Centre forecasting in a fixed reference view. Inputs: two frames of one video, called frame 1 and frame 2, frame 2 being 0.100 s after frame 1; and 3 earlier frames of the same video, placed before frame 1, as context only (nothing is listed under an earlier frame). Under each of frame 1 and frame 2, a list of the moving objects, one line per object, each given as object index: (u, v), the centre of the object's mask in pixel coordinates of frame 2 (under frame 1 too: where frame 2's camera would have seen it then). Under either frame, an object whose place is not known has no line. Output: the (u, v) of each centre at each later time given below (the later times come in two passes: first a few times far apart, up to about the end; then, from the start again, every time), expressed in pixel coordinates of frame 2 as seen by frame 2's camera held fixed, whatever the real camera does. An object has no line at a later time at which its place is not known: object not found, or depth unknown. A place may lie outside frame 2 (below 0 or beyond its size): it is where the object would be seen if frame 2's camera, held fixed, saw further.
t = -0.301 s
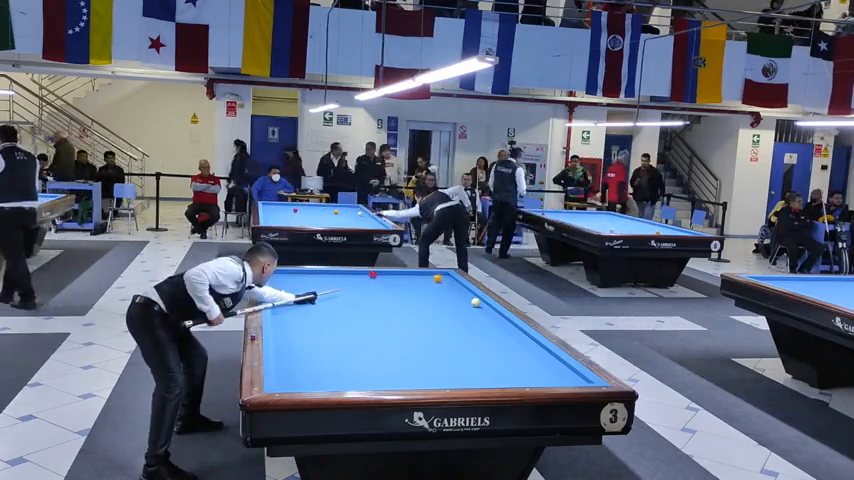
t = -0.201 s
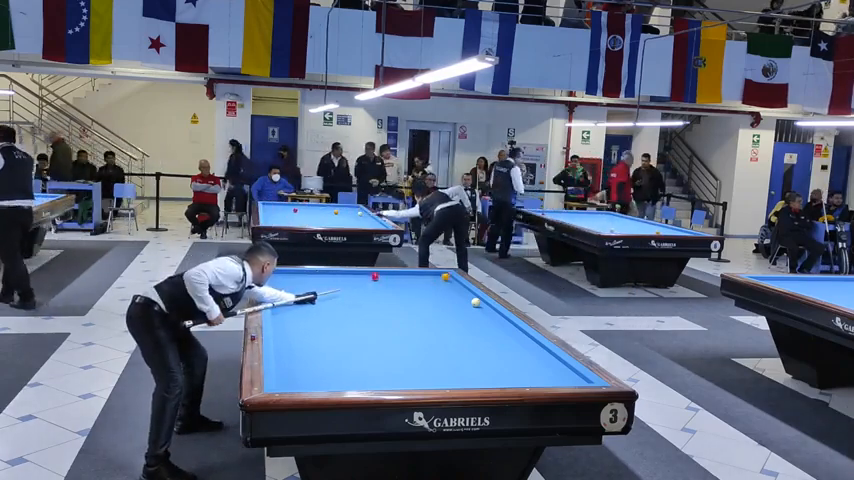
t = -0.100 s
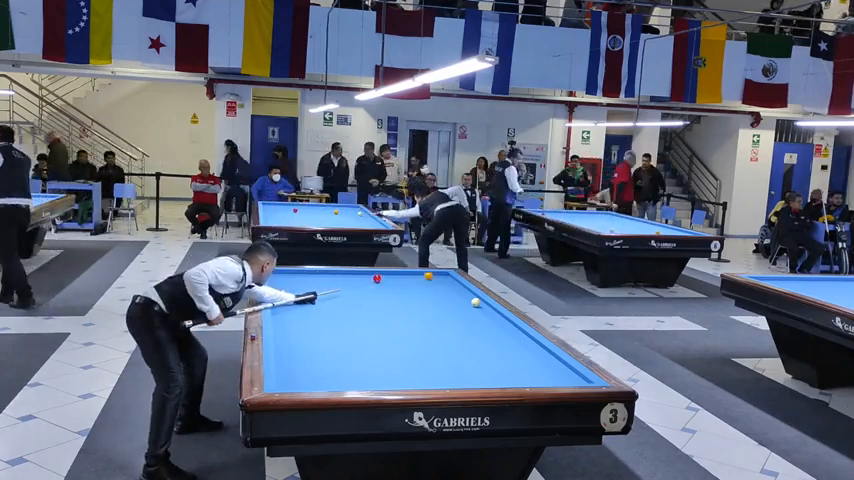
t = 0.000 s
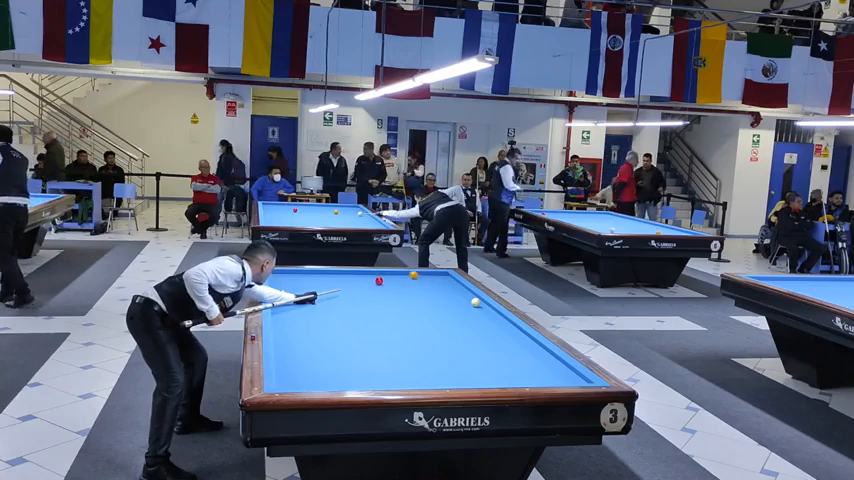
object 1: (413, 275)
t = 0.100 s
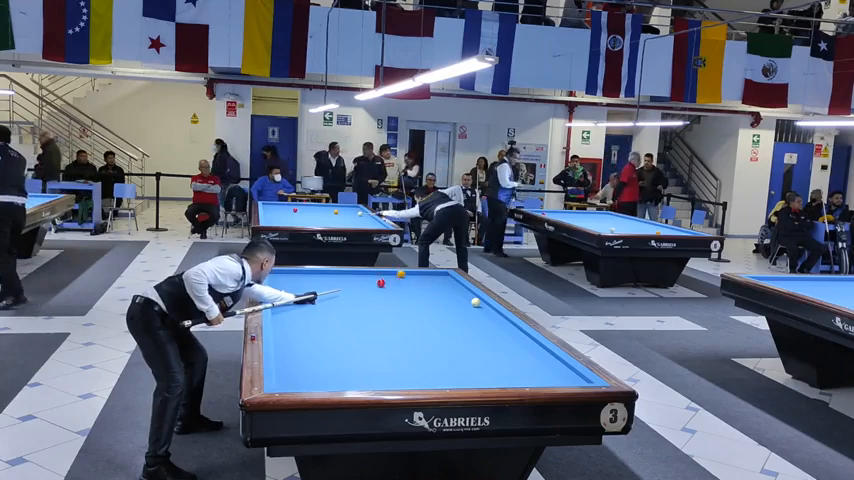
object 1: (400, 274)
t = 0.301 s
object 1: (376, 272)
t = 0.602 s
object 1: (347, 273)
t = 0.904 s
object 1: (318, 274)
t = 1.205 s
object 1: (288, 275)
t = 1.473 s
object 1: (280, 277)
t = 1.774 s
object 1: (297, 279)
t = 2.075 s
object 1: (315, 282)
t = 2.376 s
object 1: (331, 284)
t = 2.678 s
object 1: (349, 287)
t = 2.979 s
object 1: (365, 289)
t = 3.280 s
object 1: (382, 292)
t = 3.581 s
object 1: (398, 294)
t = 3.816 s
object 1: (411, 296)
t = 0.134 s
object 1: (396, 273)
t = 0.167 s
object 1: (392, 273)
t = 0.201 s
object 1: (388, 273)
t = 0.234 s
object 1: (384, 273)
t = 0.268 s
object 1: (380, 272)
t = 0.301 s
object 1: (376, 272)
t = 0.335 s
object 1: (373, 272)
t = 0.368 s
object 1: (370, 272)
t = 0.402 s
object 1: (367, 272)
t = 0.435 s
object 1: (363, 272)
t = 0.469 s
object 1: (360, 272)
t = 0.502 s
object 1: (357, 273)
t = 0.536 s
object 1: (354, 273)
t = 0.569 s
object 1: (350, 273)
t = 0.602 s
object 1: (347, 273)
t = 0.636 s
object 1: (344, 273)
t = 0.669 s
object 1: (341, 273)
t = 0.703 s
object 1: (337, 273)
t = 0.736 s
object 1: (334, 273)
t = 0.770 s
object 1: (331, 273)
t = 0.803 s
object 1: (327, 273)
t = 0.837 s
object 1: (324, 274)
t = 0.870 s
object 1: (321, 274)
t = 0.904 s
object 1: (318, 274)
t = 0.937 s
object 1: (314, 274)
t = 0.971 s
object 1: (311, 274)
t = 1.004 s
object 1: (308, 274)
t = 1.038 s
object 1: (304, 274)
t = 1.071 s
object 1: (301, 274)
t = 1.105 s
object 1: (298, 275)
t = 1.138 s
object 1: (294, 275)
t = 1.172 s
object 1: (291, 275)
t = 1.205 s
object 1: (288, 275)
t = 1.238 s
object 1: (284, 275)
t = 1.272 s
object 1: (281, 275)
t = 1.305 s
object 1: (278, 275)
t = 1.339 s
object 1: (274, 275)
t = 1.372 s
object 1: (273, 276)
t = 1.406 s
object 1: (276, 276)
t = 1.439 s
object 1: (278, 276)
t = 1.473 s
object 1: (280, 277)
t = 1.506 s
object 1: (282, 277)
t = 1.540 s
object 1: (284, 277)
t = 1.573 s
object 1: (286, 277)
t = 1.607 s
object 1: (288, 277)
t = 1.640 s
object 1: (290, 277)
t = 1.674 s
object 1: (291, 278)
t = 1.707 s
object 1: (294, 279)
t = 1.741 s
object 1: (295, 279)
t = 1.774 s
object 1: (297, 279)
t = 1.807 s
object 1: (299, 280)
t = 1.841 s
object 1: (301, 280)
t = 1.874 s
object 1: (303, 280)
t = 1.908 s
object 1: (305, 280)
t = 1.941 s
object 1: (307, 281)
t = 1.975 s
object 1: (309, 281)
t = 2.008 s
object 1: (311, 281)
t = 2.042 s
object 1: (313, 281)
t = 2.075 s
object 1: (315, 282)
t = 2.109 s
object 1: (317, 282)
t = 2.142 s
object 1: (319, 282)
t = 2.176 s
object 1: (320, 283)
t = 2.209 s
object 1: (322, 283)
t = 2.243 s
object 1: (324, 283)
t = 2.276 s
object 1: (326, 283)
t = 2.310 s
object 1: (328, 284)
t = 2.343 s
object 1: (330, 284)
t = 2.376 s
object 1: (331, 284)
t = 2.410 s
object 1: (334, 284)
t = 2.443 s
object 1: (336, 285)
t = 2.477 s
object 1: (337, 285)
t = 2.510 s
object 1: (339, 286)
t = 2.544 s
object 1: (341, 286)
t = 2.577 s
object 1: (343, 286)
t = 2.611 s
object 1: (345, 286)
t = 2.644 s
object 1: (347, 286)
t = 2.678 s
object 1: (349, 287)
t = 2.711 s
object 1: (350, 287)
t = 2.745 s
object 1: (352, 287)
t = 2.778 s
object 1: (354, 287)
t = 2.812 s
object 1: (356, 288)
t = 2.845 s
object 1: (358, 288)
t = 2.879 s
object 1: (360, 288)
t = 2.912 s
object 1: (362, 289)
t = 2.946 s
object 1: (364, 289)
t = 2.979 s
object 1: (365, 289)
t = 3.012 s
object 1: (367, 289)
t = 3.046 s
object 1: (369, 291)
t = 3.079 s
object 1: (371, 290)
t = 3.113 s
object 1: (373, 291)
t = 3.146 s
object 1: (375, 291)
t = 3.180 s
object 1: (377, 291)
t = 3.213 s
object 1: (378, 292)
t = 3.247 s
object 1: (380, 292)
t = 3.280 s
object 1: (382, 292)
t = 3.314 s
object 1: (384, 292)
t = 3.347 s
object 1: (386, 292)
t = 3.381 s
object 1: (388, 293)
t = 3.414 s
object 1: (389, 293)
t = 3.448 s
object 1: (391, 293)
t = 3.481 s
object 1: (393, 293)
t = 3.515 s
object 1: (394, 294)
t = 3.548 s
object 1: (396, 294)
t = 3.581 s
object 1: (398, 294)
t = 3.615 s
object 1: (400, 295)
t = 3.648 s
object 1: (402, 295)
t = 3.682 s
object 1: (403, 295)
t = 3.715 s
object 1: (405, 295)
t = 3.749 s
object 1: (407, 295)
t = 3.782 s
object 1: (409, 296)
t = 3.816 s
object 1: (411, 296)
